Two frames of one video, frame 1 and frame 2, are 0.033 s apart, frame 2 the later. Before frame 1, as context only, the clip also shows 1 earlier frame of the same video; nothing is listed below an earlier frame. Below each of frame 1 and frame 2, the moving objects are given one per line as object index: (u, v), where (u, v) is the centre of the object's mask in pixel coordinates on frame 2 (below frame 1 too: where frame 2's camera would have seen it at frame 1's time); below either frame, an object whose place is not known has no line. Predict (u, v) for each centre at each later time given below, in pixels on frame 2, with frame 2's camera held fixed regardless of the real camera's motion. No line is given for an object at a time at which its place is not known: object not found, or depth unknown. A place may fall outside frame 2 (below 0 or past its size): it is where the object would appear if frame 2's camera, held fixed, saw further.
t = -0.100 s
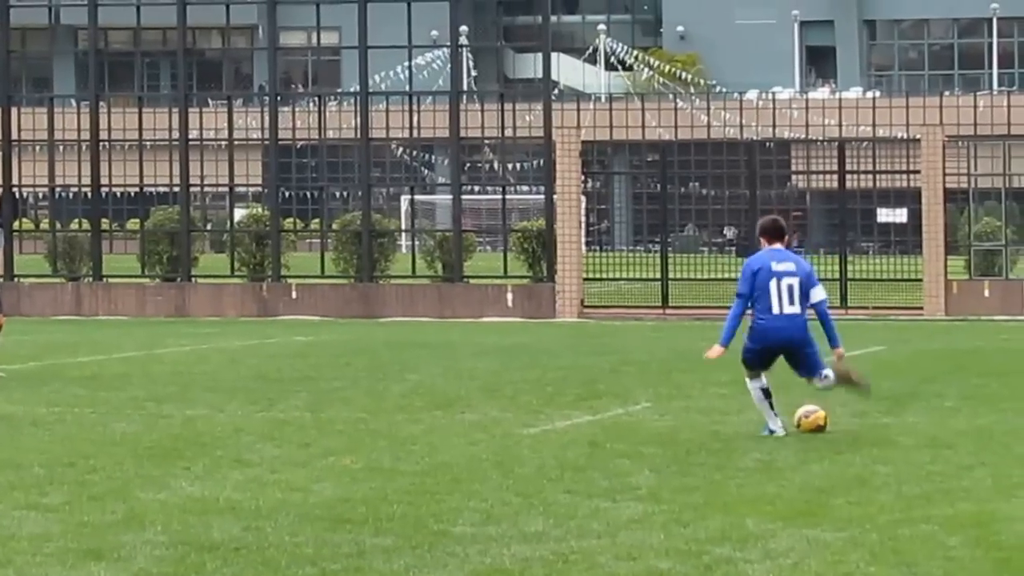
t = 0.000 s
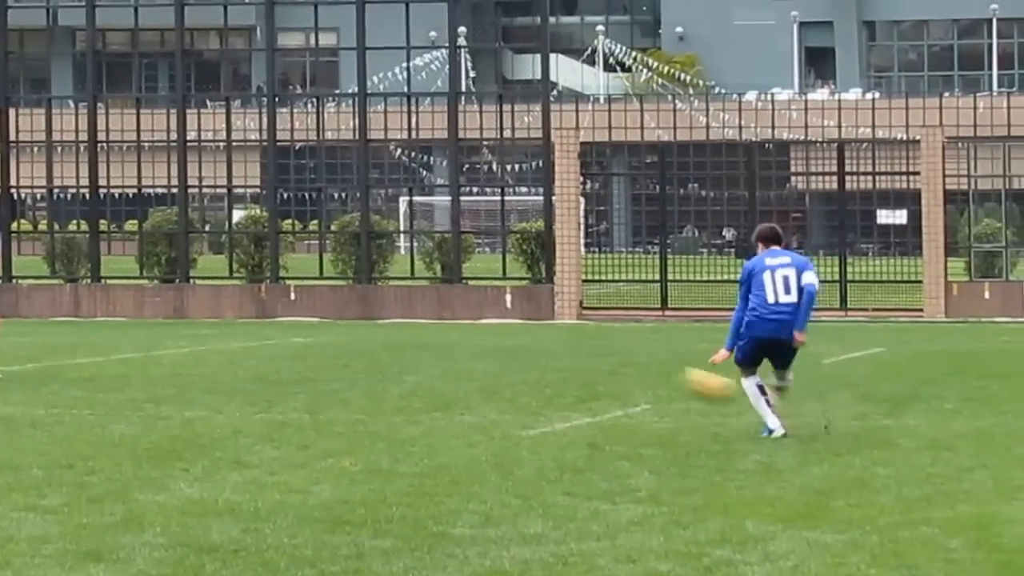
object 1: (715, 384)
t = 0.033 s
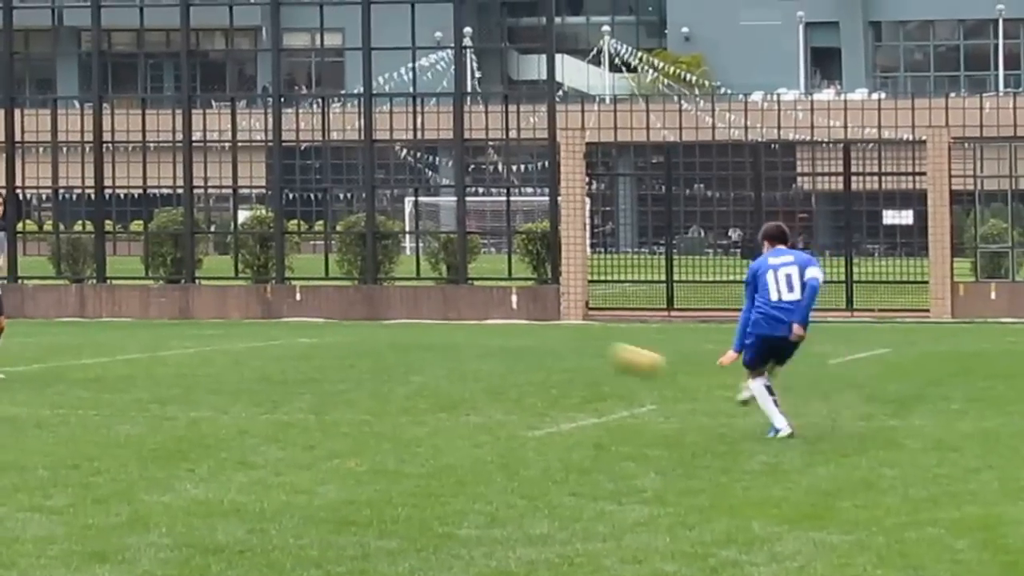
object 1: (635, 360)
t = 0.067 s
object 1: (563, 337)
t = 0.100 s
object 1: (490, 315)
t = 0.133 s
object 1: (426, 294)
